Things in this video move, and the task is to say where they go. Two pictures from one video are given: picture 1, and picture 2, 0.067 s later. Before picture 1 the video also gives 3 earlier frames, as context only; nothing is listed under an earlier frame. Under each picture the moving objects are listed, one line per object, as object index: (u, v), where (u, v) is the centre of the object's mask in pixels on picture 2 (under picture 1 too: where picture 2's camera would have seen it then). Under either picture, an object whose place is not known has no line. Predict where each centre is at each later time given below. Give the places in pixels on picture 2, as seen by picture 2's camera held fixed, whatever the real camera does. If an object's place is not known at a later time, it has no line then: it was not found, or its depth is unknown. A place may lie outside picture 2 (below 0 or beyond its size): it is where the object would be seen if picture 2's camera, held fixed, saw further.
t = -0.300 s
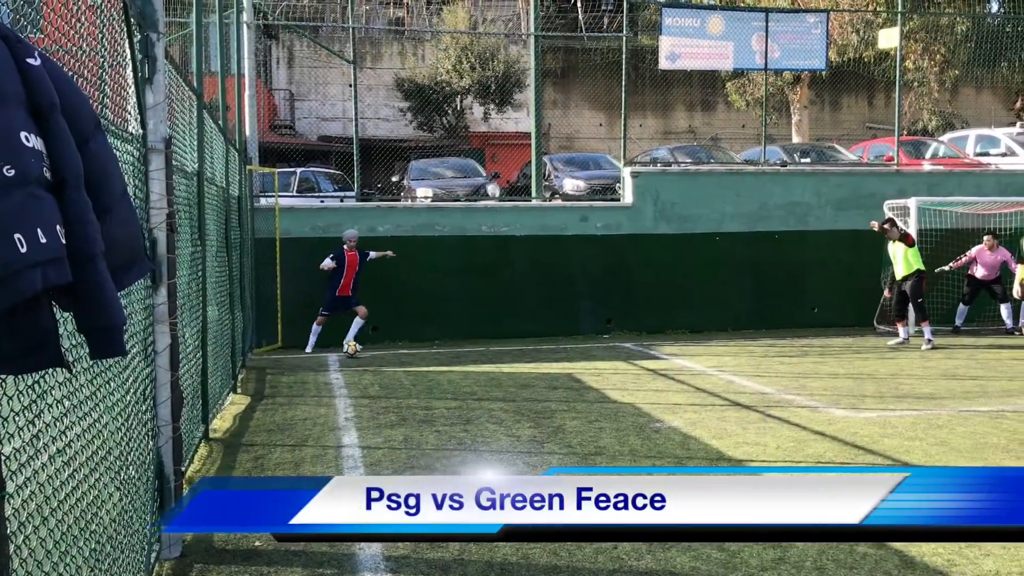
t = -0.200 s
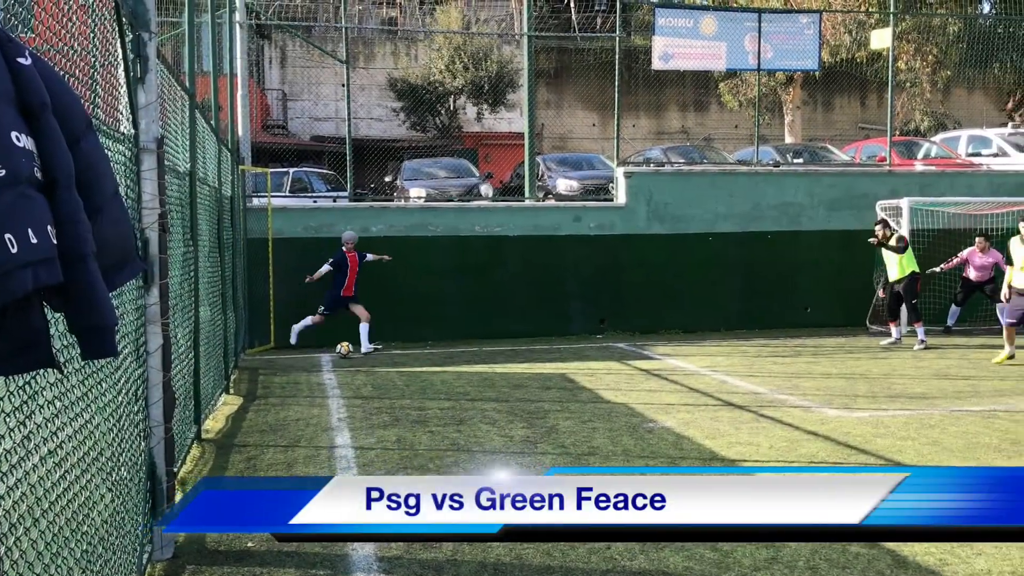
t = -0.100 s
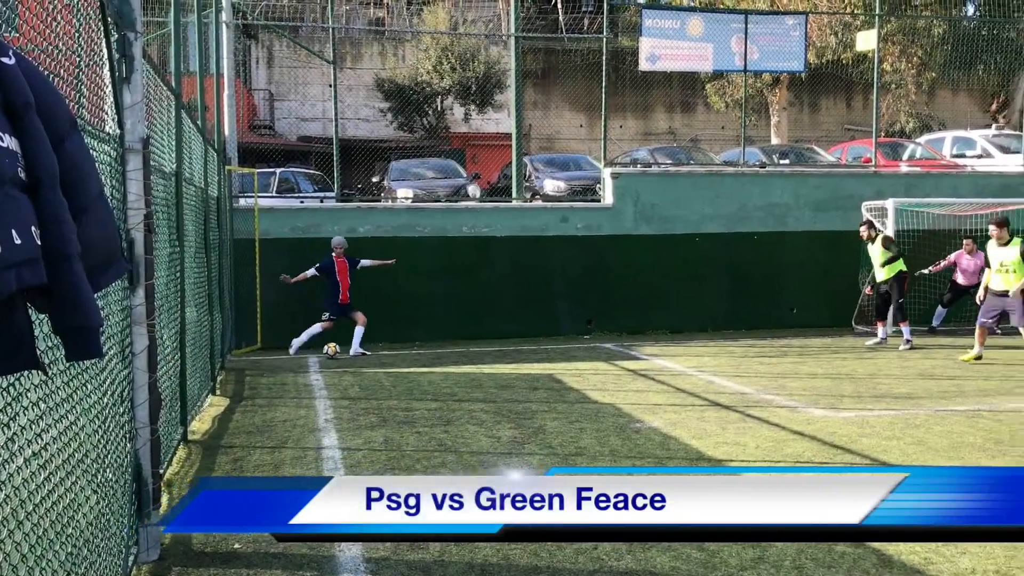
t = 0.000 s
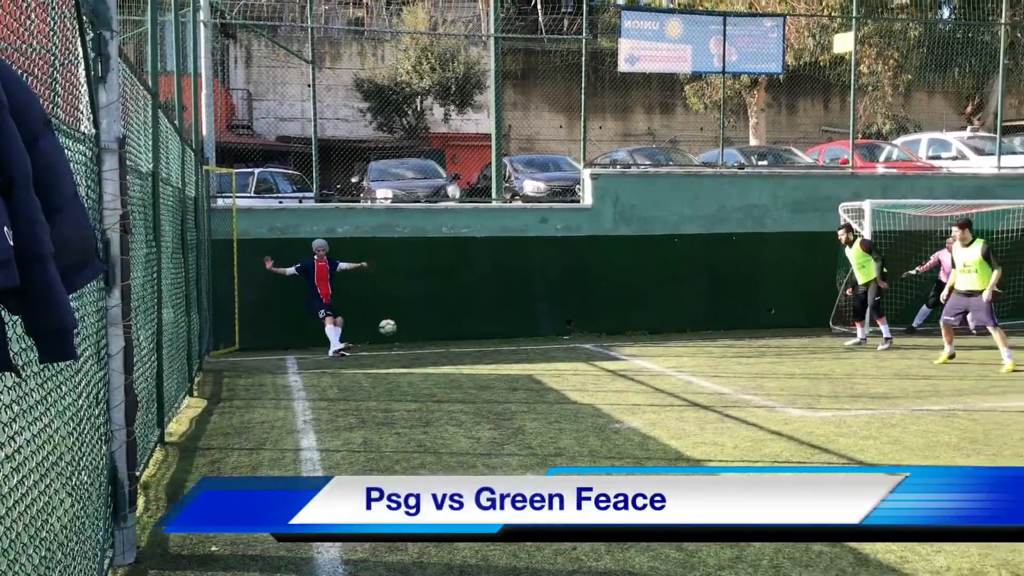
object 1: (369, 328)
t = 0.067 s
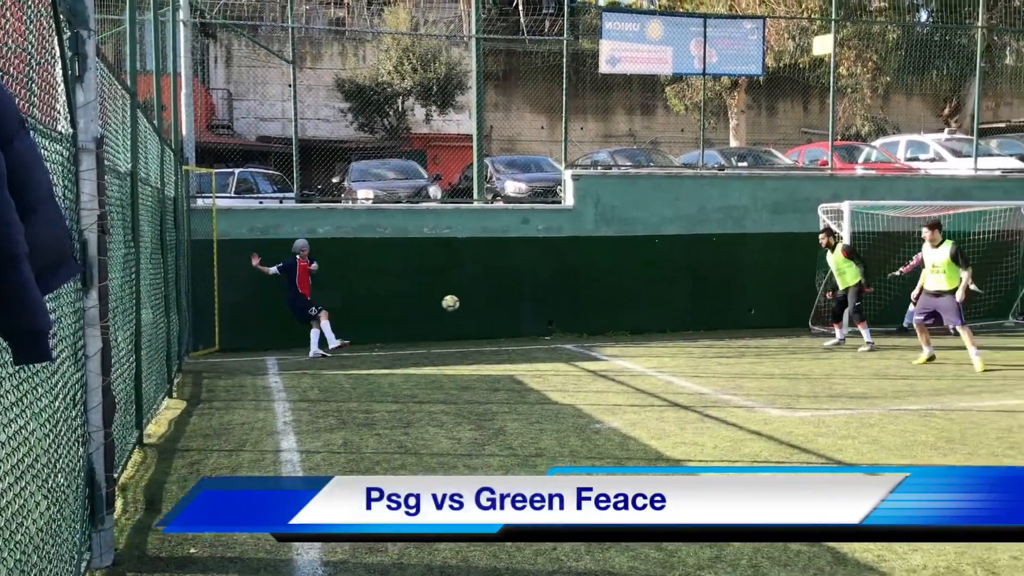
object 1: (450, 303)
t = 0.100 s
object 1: (490, 292)
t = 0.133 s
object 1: (528, 282)
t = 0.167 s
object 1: (567, 272)
